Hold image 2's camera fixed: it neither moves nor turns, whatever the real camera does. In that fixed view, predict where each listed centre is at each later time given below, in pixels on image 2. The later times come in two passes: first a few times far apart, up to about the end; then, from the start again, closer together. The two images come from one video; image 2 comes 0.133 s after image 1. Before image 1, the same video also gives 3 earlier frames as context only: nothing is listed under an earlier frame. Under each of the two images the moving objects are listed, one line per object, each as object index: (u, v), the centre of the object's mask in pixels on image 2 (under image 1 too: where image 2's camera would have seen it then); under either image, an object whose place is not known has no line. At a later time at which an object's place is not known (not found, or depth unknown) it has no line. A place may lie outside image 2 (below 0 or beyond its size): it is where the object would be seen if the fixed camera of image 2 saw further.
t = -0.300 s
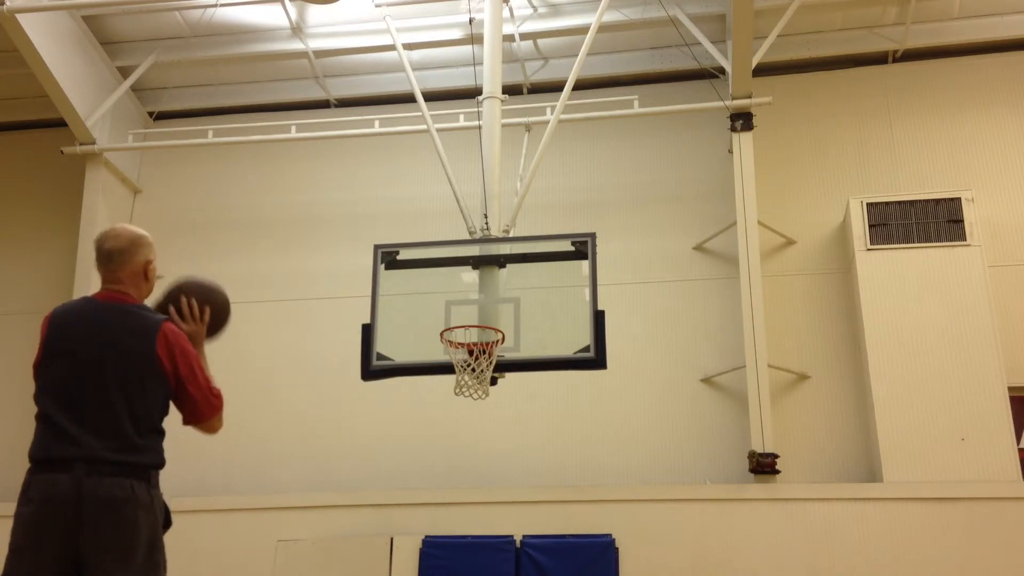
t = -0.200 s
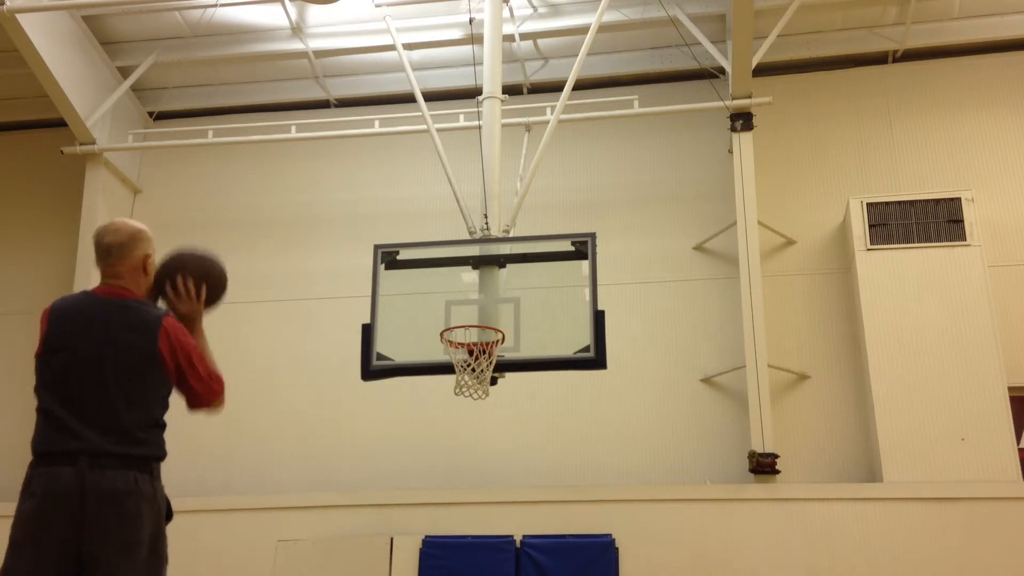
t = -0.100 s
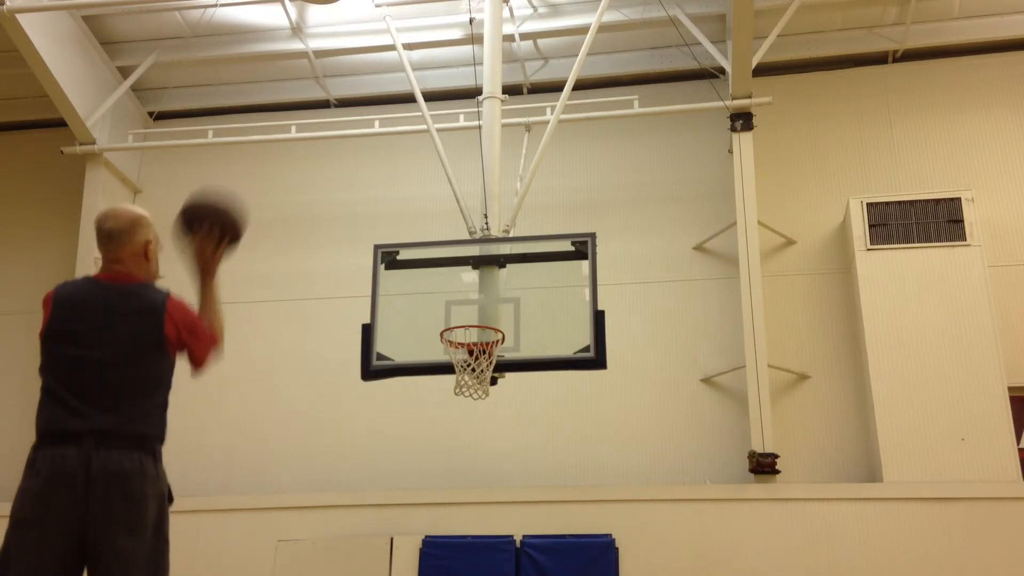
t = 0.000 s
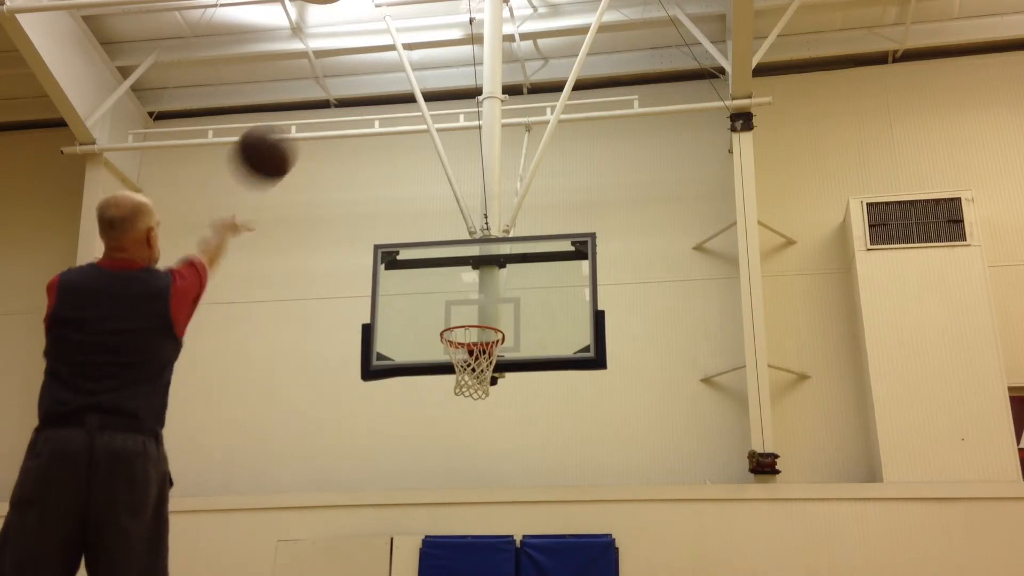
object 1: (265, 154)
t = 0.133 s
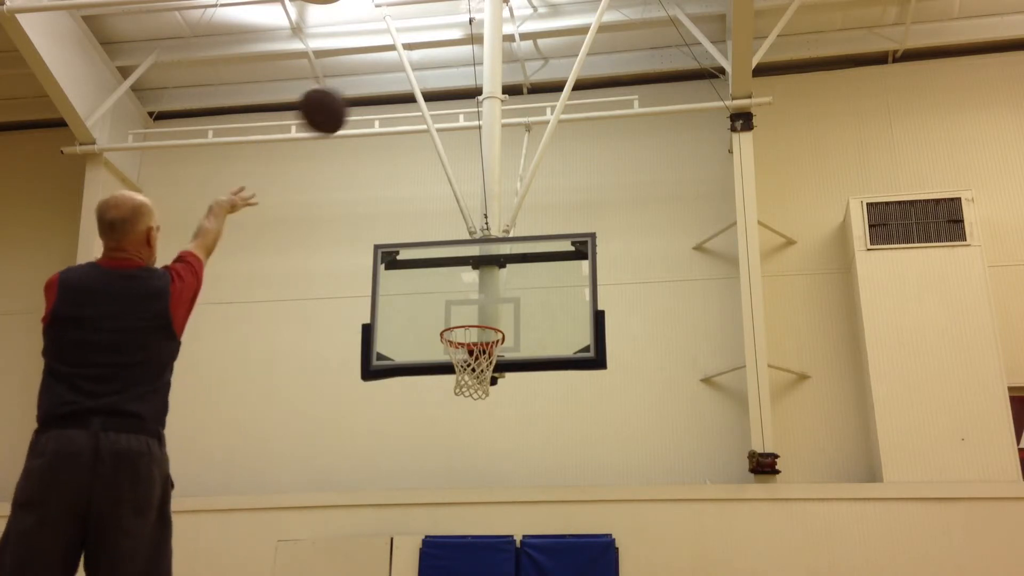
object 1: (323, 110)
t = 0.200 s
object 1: (346, 102)
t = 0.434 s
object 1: (406, 128)
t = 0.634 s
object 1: (442, 196)
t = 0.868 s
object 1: (474, 315)
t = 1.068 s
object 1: (466, 370)
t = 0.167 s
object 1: (335, 105)
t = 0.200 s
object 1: (346, 102)
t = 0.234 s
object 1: (356, 101)
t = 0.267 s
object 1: (366, 102)
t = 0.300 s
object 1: (375, 105)
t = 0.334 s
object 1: (383, 108)
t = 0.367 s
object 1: (391, 112)
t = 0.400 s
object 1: (398, 117)
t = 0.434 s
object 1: (406, 128)
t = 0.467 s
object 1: (412, 137)
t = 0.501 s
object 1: (419, 146)
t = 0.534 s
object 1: (425, 156)
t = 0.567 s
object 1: (431, 169)
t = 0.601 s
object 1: (436, 181)
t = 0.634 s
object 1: (442, 196)
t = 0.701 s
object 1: (451, 224)
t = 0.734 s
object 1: (455, 241)
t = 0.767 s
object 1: (460, 262)
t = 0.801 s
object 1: (465, 281)
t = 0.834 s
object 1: (469, 298)
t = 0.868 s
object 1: (474, 315)
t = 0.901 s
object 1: (476, 344)
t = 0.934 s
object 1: (474, 351)
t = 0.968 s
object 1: (470, 362)
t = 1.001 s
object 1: (467, 371)
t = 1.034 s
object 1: (468, 372)
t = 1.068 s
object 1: (466, 370)
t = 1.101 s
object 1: (469, 368)
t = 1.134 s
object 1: (469, 374)
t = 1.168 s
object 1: (470, 374)
